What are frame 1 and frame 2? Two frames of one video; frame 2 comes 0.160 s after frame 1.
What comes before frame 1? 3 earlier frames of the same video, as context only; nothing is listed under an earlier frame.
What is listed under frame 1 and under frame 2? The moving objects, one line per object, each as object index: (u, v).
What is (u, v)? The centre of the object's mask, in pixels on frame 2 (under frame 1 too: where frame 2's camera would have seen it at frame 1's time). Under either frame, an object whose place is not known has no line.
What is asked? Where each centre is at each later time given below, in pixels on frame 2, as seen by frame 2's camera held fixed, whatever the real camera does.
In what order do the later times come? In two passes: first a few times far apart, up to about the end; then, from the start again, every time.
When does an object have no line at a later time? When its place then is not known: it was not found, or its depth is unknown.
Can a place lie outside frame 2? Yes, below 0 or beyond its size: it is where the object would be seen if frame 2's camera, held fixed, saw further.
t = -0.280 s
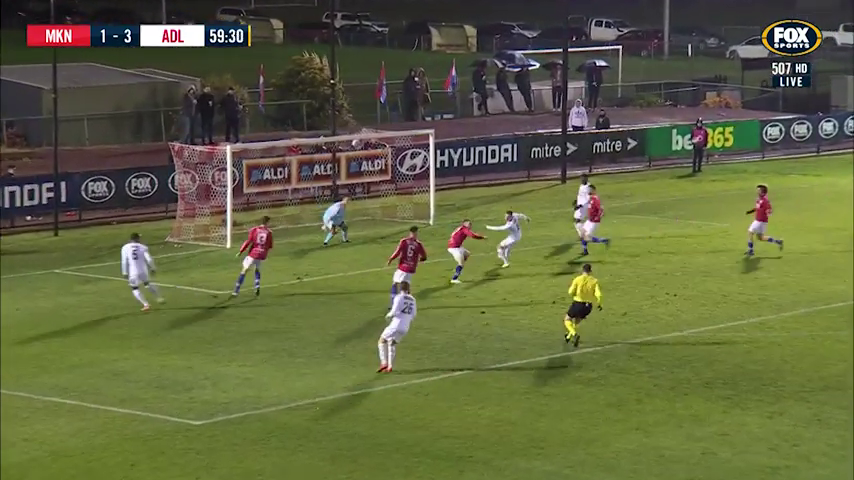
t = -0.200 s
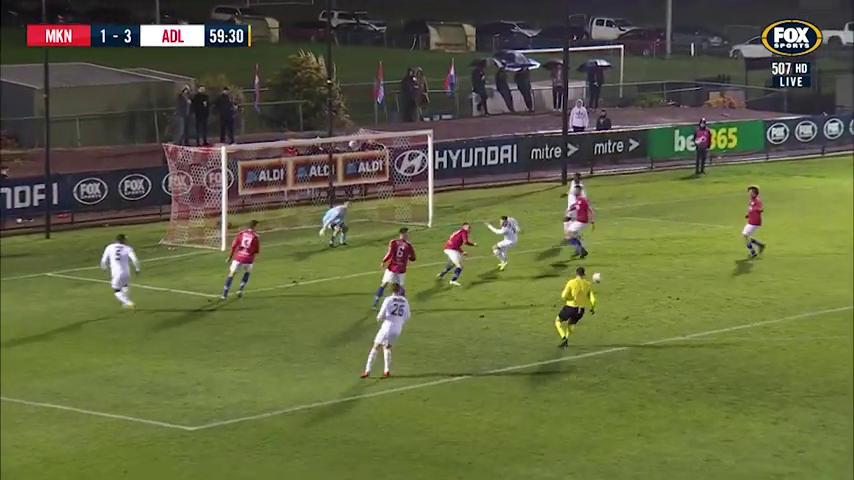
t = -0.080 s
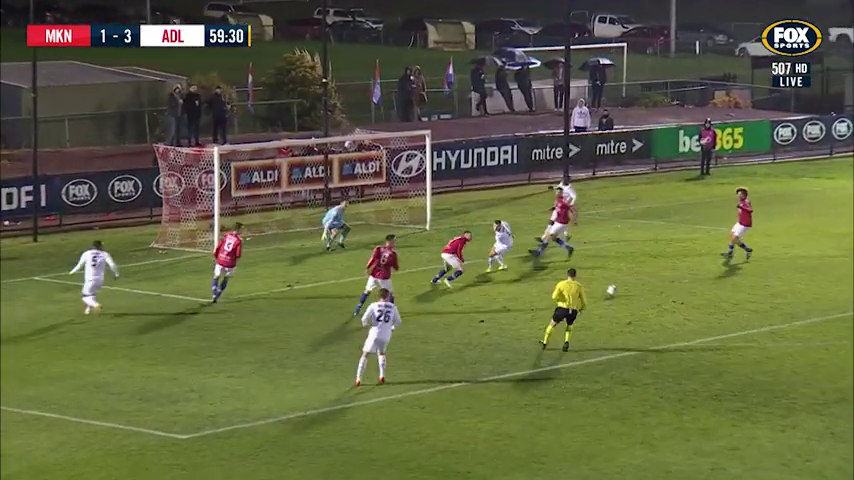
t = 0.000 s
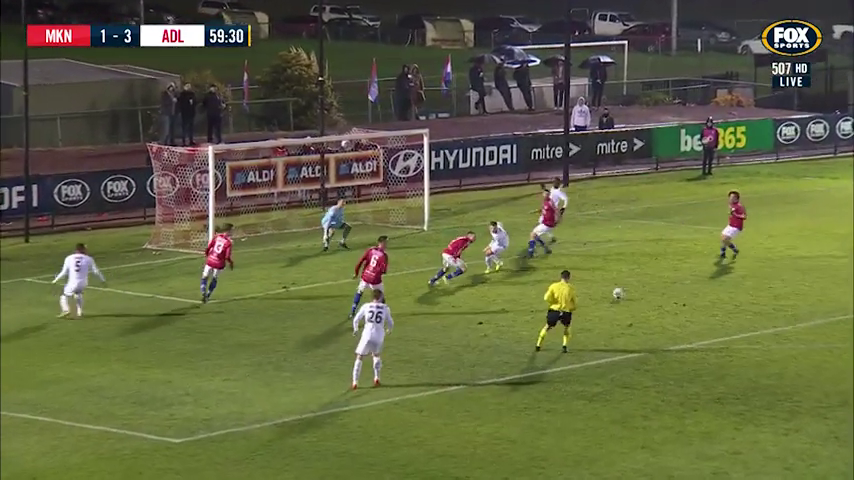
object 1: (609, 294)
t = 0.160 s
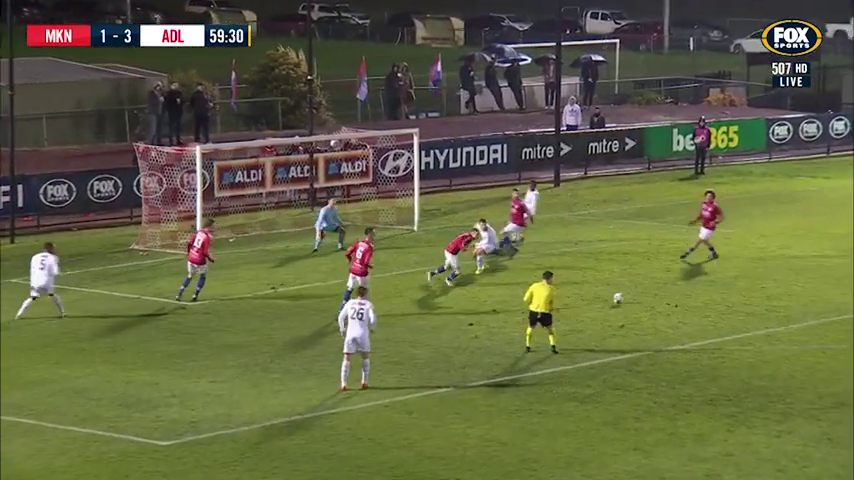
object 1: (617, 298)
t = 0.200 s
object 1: (620, 300)
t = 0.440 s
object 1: (632, 305)
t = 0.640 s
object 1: (643, 309)
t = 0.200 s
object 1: (620, 300)
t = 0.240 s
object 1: (622, 300)
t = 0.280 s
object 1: (624, 301)
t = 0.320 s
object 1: (627, 302)
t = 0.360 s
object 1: (628, 303)
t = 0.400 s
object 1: (630, 305)
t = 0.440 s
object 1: (632, 305)
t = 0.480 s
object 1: (635, 306)
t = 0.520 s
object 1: (637, 306)
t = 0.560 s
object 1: (639, 307)
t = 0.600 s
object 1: (641, 309)
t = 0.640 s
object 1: (643, 309)
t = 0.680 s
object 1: (645, 309)
